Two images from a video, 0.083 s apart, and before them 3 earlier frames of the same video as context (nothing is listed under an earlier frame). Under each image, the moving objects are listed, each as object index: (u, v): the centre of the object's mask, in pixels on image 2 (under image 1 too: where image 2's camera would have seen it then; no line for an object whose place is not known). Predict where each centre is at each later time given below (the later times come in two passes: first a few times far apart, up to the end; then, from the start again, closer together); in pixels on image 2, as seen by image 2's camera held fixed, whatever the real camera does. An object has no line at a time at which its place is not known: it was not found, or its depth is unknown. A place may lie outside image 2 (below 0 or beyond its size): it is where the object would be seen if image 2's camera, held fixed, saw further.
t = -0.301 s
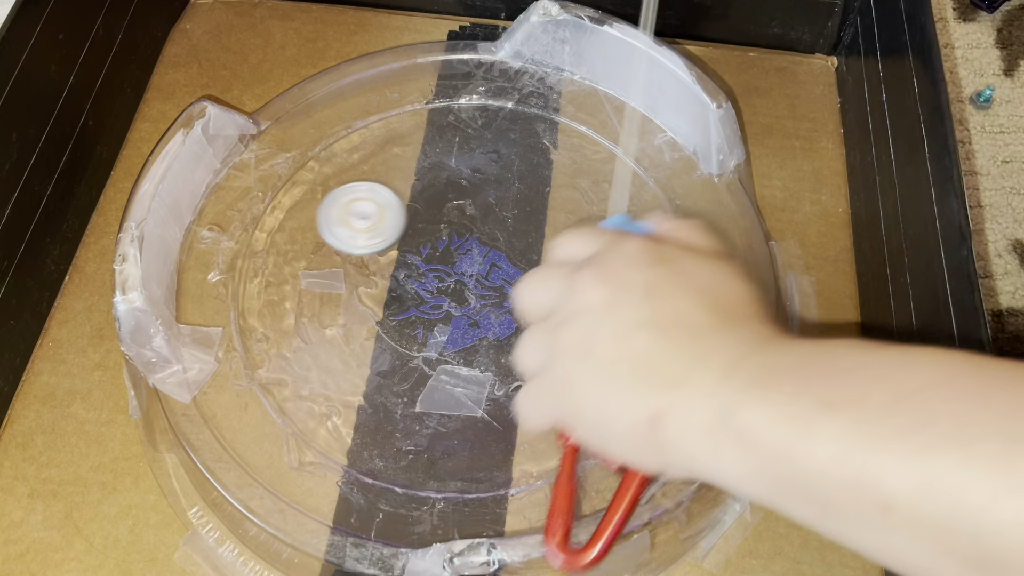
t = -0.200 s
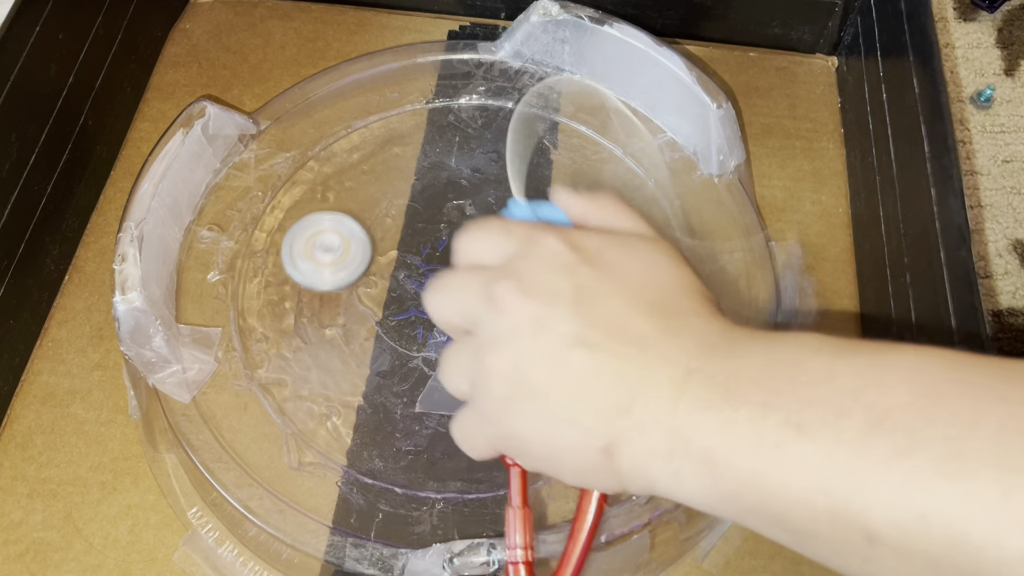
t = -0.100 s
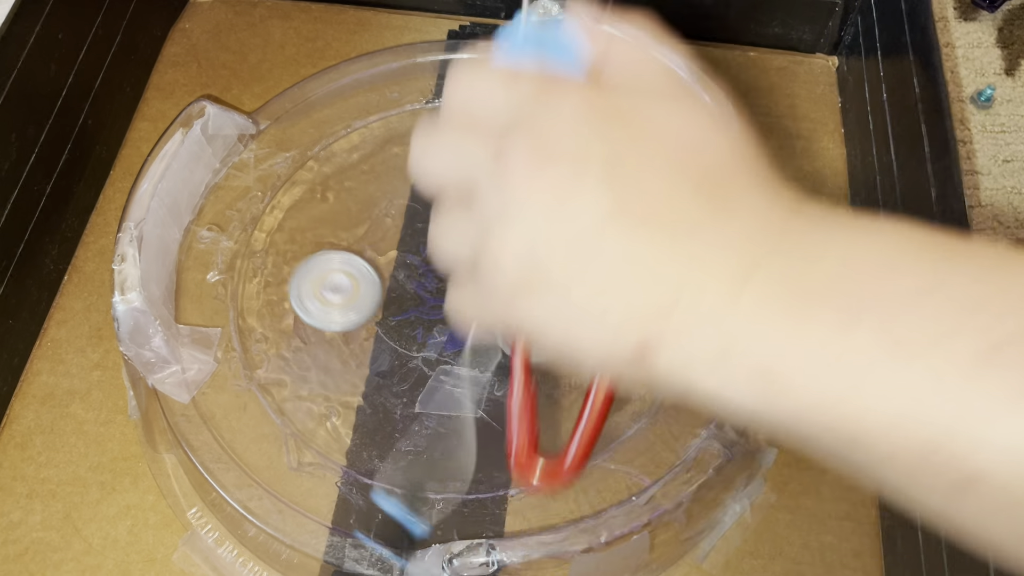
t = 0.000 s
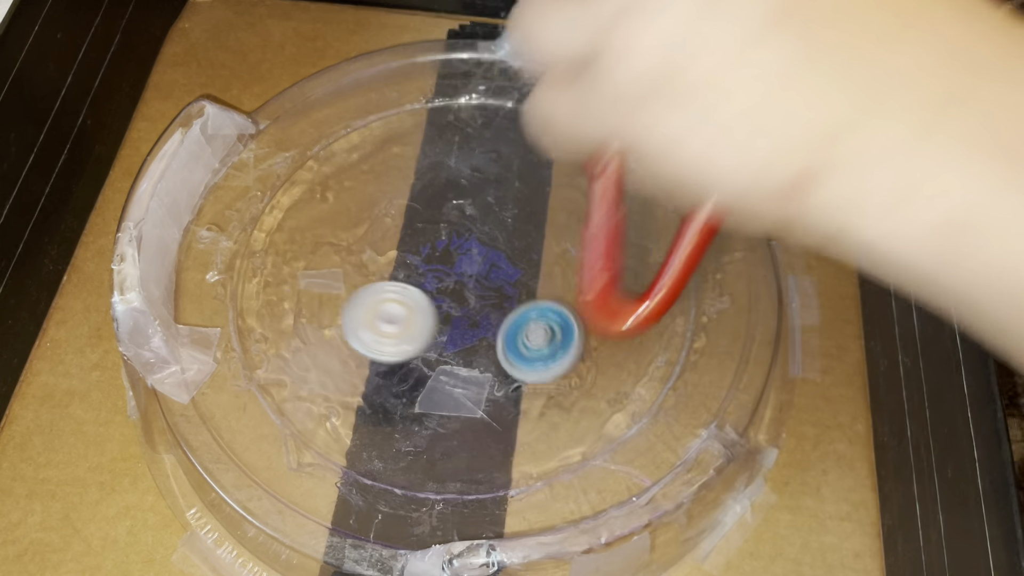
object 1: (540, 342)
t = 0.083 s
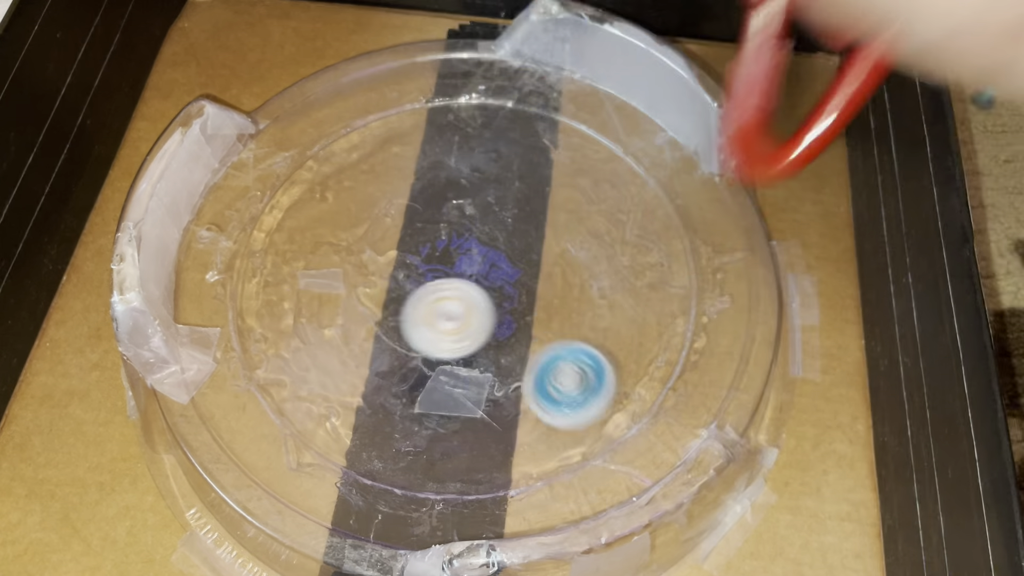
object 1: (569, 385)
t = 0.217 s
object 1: (639, 386)
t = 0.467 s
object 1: (643, 386)
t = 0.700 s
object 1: (605, 409)
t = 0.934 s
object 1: (577, 395)
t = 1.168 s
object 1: (445, 375)
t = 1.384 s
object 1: (391, 461)
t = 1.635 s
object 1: (471, 357)
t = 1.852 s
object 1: (399, 272)
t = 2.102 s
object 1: (270, 372)
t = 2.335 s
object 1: (531, 350)
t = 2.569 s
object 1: (336, 141)
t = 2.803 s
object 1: (266, 350)
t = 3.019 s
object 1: (568, 276)
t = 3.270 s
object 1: (387, 80)
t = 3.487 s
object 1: (329, 193)
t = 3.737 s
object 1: (619, 214)
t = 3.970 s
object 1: (587, 99)
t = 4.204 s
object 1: (480, 180)
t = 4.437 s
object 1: (552, 327)
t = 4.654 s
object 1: (644, 205)
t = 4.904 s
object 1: (418, 267)
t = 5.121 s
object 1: (518, 465)
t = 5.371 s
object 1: (642, 295)
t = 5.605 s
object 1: (402, 250)
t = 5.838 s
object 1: (358, 439)
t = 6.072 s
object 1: (553, 377)
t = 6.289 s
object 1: (427, 210)
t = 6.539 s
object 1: (252, 319)
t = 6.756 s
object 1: (430, 392)
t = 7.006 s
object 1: (492, 206)
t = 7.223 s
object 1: (319, 207)
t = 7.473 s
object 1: (436, 366)
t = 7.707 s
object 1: (585, 216)
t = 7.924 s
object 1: (439, 127)
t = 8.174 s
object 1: (355, 311)
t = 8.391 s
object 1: (573, 365)
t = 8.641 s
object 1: (608, 180)
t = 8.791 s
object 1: (471, 158)
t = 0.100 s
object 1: (581, 394)
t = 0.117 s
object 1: (593, 404)
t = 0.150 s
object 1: (618, 415)
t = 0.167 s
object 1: (624, 405)
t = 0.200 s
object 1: (635, 390)
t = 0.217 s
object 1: (639, 386)
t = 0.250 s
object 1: (647, 378)
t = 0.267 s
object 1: (649, 374)
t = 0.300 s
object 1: (653, 369)
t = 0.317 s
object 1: (654, 368)
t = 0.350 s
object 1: (654, 366)
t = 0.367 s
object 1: (652, 366)
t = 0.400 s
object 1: (649, 369)
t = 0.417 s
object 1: (647, 372)
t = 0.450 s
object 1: (644, 381)
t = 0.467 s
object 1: (643, 386)
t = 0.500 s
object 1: (633, 386)
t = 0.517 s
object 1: (629, 387)
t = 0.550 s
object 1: (621, 391)
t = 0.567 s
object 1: (618, 394)
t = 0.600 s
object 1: (613, 401)
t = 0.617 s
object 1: (612, 406)
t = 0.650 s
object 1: (611, 416)
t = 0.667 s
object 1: (611, 417)
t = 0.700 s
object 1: (605, 409)
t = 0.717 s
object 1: (602, 406)
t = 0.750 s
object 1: (595, 403)
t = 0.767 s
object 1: (591, 403)
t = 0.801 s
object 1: (587, 404)
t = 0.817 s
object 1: (585, 404)
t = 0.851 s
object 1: (583, 405)
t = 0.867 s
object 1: (582, 405)
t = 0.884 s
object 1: (582, 404)
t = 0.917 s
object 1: (579, 400)
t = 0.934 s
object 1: (577, 395)
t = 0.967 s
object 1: (573, 383)
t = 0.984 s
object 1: (569, 374)
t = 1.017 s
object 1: (557, 362)
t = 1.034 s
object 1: (549, 360)
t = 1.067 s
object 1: (531, 361)
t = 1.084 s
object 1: (517, 361)
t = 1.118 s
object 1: (489, 364)
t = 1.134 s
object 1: (475, 367)
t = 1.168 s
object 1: (445, 375)
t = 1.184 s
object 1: (429, 381)
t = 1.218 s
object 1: (404, 394)
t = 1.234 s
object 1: (393, 401)
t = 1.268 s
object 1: (374, 418)
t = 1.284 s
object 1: (367, 428)
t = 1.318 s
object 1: (355, 450)
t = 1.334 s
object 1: (360, 452)
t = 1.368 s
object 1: (380, 457)
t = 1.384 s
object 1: (391, 461)
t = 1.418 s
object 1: (420, 456)
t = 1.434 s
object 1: (434, 452)
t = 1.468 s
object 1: (456, 442)
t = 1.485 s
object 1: (464, 438)
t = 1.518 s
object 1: (473, 427)
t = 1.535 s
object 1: (477, 420)
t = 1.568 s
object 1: (483, 403)
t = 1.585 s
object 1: (483, 393)
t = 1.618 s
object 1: (477, 369)
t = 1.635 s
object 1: (471, 357)
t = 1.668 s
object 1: (454, 335)
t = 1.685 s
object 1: (443, 325)
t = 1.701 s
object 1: (431, 316)
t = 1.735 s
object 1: (423, 301)
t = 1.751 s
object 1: (423, 295)
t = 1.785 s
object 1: (422, 285)
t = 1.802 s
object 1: (419, 281)
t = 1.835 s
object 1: (408, 274)
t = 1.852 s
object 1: (399, 272)
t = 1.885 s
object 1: (378, 268)
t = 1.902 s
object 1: (366, 269)
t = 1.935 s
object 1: (338, 272)
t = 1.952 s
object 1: (325, 275)
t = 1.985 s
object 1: (299, 287)
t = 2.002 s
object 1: (287, 295)
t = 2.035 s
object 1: (266, 316)
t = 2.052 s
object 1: (256, 329)
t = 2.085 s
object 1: (255, 356)
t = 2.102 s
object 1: (270, 372)
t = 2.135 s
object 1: (303, 408)
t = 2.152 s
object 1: (319, 419)
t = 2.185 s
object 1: (354, 432)
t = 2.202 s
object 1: (373, 434)
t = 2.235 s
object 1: (416, 431)
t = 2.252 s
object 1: (439, 424)
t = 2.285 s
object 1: (481, 402)
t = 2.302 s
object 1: (501, 387)
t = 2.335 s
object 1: (531, 350)
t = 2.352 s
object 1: (541, 330)
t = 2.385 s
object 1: (549, 285)
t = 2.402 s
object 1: (547, 261)
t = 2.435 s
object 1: (527, 221)
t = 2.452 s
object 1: (509, 206)
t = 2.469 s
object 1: (492, 191)
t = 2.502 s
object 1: (447, 166)
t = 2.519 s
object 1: (421, 157)
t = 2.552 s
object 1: (364, 144)
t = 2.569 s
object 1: (336, 141)
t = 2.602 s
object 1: (293, 151)
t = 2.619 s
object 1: (279, 165)
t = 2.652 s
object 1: (256, 204)
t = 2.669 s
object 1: (241, 220)
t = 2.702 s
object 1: (214, 252)
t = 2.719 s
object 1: (210, 269)
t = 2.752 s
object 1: (223, 304)
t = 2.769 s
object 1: (234, 320)
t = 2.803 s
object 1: (266, 350)
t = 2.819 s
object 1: (286, 360)
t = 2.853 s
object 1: (337, 377)
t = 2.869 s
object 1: (365, 382)
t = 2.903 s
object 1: (420, 381)
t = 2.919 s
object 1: (448, 375)
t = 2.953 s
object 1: (499, 353)
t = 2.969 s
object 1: (521, 337)
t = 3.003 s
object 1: (556, 298)
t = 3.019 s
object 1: (568, 276)
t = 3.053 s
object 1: (579, 230)
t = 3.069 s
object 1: (579, 207)
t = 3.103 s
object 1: (568, 161)
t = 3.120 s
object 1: (559, 139)
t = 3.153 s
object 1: (534, 102)
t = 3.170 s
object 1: (517, 92)
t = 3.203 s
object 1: (474, 87)
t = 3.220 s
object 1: (452, 87)
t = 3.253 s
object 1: (407, 81)
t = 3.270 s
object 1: (387, 80)
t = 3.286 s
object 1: (367, 79)
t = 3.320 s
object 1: (330, 82)
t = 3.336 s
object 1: (313, 87)
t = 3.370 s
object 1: (284, 103)
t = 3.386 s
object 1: (281, 110)
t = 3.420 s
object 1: (291, 129)
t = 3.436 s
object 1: (298, 143)
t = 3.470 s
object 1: (316, 179)
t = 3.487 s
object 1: (329, 193)
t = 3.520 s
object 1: (356, 221)
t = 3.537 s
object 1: (375, 235)
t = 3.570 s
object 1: (414, 257)
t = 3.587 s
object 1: (437, 265)
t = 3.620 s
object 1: (480, 273)
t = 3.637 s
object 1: (501, 272)
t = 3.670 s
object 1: (545, 263)
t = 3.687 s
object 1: (566, 254)
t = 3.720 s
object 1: (603, 229)
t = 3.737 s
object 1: (619, 214)
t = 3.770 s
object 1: (643, 181)
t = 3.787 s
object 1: (647, 164)
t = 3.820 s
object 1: (633, 141)
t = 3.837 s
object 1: (625, 134)
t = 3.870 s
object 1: (617, 118)
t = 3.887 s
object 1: (614, 110)
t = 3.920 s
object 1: (599, 106)
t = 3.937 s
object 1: (595, 104)
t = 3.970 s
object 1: (587, 99)
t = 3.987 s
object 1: (583, 97)
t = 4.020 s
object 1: (574, 95)
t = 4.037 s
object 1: (569, 96)
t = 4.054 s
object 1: (562, 98)
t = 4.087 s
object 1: (548, 107)
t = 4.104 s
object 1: (540, 114)
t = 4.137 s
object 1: (522, 130)
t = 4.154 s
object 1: (512, 141)
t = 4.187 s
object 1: (490, 165)
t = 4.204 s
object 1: (480, 180)
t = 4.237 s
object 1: (467, 213)
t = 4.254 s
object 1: (464, 230)
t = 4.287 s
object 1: (465, 264)
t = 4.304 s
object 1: (469, 280)
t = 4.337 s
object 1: (482, 308)
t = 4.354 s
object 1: (489, 317)
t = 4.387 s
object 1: (510, 328)
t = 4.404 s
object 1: (523, 328)
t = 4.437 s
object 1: (552, 327)
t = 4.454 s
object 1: (568, 325)
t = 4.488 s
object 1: (603, 314)
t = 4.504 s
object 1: (620, 307)
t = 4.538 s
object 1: (657, 290)
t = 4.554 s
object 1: (670, 282)
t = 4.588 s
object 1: (687, 261)
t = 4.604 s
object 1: (678, 244)
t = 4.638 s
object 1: (656, 216)
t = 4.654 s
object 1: (644, 205)
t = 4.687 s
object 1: (617, 187)
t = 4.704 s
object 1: (602, 180)
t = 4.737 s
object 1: (565, 174)
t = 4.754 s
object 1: (546, 175)
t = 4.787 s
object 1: (510, 185)
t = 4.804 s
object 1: (494, 192)
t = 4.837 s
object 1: (464, 212)
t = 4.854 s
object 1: (451, 223)
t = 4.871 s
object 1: (438, 236)
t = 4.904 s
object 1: (418, 267)
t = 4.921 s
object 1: (410, 283)
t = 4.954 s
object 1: (403, 320)
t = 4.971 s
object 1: (402, 339)
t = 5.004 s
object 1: (410, 375)
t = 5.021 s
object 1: (419, 393)
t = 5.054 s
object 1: (446, 425)
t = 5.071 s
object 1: (463, 437)
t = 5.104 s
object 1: (498, 457)
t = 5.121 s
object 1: (518, 465)
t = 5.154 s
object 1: (557, 443)
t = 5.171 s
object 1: (576, 431)
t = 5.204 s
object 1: (607, 411)
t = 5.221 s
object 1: (619, 402)
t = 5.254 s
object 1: (641, 384)
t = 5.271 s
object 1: (650, 374)
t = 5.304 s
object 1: (658, 350)
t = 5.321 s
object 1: (658, 336)
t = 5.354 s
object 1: (650, 309)
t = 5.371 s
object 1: (642, 295)
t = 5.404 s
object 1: (621, 269)
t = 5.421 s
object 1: (607, 258)
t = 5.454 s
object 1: (574, 240)
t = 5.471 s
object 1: (556, 234)
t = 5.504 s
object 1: (518, 228)
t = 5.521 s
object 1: (499, 227)
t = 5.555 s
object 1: (458, 231)
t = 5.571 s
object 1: (440, 236)
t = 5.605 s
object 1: (402, 250)
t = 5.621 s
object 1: (384, 259)
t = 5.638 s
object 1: (367, 271)
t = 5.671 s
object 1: (336, 299)
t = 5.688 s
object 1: (325, 313)
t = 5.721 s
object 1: (309, 347)
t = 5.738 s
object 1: (305, 365)
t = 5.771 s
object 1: (303, 401)
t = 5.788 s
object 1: (304, 419)
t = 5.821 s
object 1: (336, 433)
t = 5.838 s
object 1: (358, 439)
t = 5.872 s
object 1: (396, 451)
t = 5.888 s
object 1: (410, 455)
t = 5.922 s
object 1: (440, 462)
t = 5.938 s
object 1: (456, 463)
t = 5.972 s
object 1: (486, 456)
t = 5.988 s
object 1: (501, 447)
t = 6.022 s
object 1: (528, 423)
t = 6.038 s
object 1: (537, 409)
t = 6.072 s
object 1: (553, 377)
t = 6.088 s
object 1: (556, 360)
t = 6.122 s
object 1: (554, 326)
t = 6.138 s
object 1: (549, 309)
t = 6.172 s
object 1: (532, 278)
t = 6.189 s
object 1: (520, 264)
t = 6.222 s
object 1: (494, 240)
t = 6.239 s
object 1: (478, 231)
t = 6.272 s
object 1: (446, 215)
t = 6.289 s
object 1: (427, 210)
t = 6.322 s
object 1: (389, 204)
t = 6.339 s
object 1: (369, 204)
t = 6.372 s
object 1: (331, 208)
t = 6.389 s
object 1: (313, 213)
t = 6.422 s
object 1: (279, 227)
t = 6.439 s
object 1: (265, 236)
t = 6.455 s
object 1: (250, 244)
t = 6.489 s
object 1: (242, 271)
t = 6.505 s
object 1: (246, 289)
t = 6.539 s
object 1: (252, 319)
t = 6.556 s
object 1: (255, 331)
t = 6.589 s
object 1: (264, 355)
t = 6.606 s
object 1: (273, 366)
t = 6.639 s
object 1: (297, 384)
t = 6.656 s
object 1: (313, 391)
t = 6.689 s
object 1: (351, 400)
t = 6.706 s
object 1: (371, 402)
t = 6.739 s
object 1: (411, 398)
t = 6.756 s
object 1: (430, 392)
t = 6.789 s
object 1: (464, 373)
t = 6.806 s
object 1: (479, 361)
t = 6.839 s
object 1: (501, 333)
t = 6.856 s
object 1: (509, 317)
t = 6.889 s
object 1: (520, 285)
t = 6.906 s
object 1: (521, 271)
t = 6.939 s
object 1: (517, 249)
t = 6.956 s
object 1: (513, 237)
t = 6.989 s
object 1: (501, 215)
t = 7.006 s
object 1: (492, 206)
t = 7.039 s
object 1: (470, 189)
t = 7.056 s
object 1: (457, 182)
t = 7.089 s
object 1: (429, 173)
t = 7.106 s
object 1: (415, 172)
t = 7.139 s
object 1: (384, 172)
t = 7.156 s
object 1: (368, 176)
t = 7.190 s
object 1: (341, 188)
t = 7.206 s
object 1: (329, 196)
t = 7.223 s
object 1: (319, 207)
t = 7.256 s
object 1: (304, 231)
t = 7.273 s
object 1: (300, 245)
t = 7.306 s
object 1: (300, 276)
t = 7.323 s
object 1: (304, 290)
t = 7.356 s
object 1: (321, 317)
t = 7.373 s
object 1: (333, 329)
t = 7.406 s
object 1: (364, 350)
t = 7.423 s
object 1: (381, 357)
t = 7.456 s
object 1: (418, 365)
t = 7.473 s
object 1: (436, 366)
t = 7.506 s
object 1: (475, 360)
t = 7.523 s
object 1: (493, 355)
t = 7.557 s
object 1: (524, 338)
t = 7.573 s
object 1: (539, 328)
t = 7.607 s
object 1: (562, 302)
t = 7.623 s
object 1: (571, 289)
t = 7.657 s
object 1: (583, 260)
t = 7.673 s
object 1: (586, 245)
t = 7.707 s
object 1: (585, 216)
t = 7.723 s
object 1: (581, 201)
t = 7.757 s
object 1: (569, 175)
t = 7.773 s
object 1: (560, 164)
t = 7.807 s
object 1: (538, 144)
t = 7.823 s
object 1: (526, 137)
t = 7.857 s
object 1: (500, 127)
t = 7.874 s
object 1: (485, 124)
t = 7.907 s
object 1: (455, 124)
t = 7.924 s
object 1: (439, 127)
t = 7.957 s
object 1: (409, 137)
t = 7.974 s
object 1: (396, 144)
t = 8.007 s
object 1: (371, 165)
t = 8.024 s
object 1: (360, 177)
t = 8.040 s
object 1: (352, 189)
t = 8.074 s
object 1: (341, 218)
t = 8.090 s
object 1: (337, 233)
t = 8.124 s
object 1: (337, 265)
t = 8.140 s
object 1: (341, 282)
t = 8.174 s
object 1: (355, 311)
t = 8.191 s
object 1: (366, 326)
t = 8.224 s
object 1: (392, 351)
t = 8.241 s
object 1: (408, 361)
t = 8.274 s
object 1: (442, 376)
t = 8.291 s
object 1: (461, 381)
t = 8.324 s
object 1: (499, 384)
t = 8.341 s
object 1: (519, 382)
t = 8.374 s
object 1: (556, 372)
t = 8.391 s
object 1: (573, 365)
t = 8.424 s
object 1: (605, 344)
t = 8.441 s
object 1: (617, 333)
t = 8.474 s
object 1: (636, 306)
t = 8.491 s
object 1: (642, 291)
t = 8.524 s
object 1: (648, 263)
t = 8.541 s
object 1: (648, 249)
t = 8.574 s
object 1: (642, 224)
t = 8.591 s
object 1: (637, 211)
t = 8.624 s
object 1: (620, 189)
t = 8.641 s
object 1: (608, 180)
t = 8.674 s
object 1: (582, 164)
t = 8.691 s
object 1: (567, 159)
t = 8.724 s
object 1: (537, 152)
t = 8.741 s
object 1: (520, 151)
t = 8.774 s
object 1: (488, 154)
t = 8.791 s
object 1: (471, 158)
